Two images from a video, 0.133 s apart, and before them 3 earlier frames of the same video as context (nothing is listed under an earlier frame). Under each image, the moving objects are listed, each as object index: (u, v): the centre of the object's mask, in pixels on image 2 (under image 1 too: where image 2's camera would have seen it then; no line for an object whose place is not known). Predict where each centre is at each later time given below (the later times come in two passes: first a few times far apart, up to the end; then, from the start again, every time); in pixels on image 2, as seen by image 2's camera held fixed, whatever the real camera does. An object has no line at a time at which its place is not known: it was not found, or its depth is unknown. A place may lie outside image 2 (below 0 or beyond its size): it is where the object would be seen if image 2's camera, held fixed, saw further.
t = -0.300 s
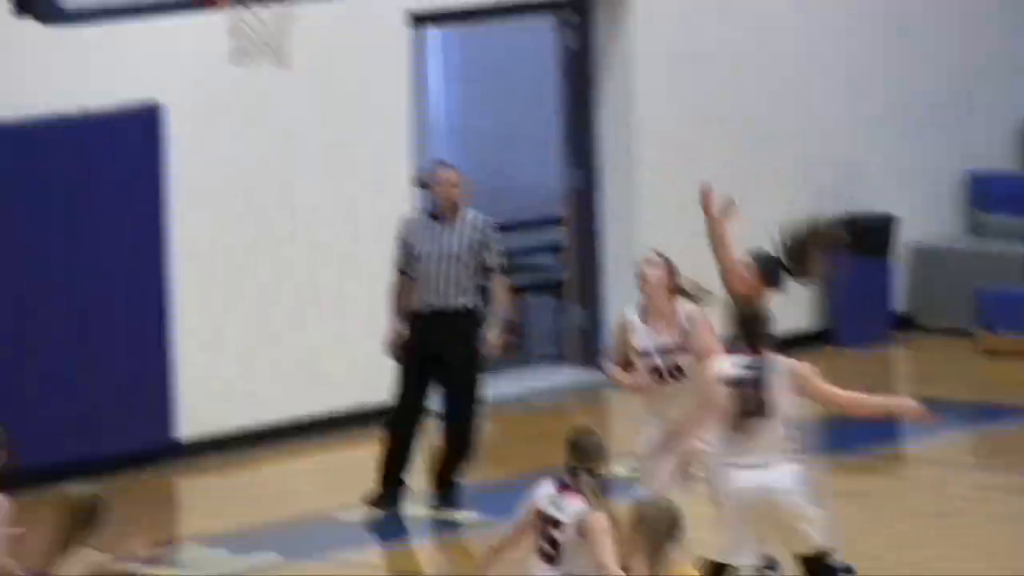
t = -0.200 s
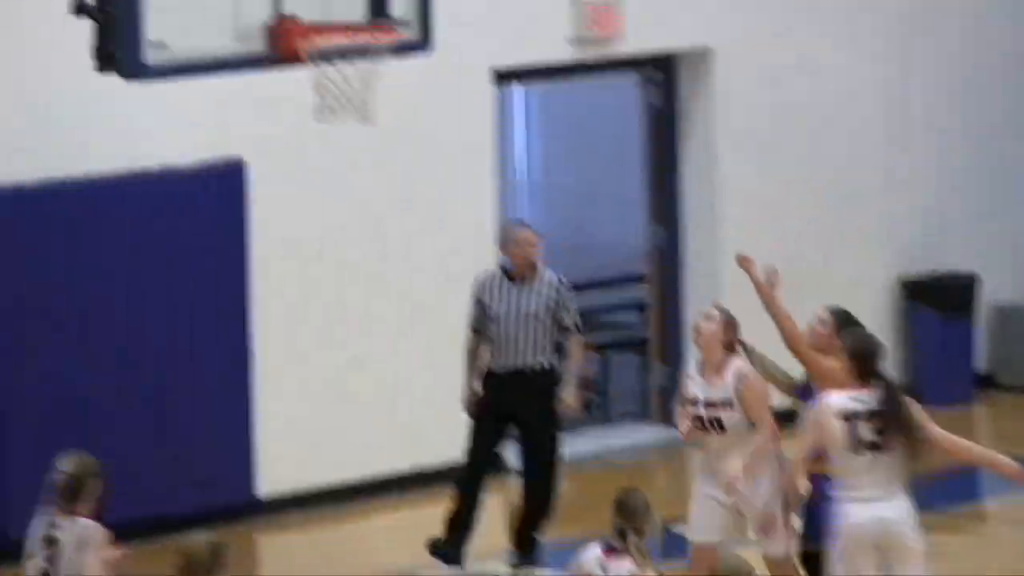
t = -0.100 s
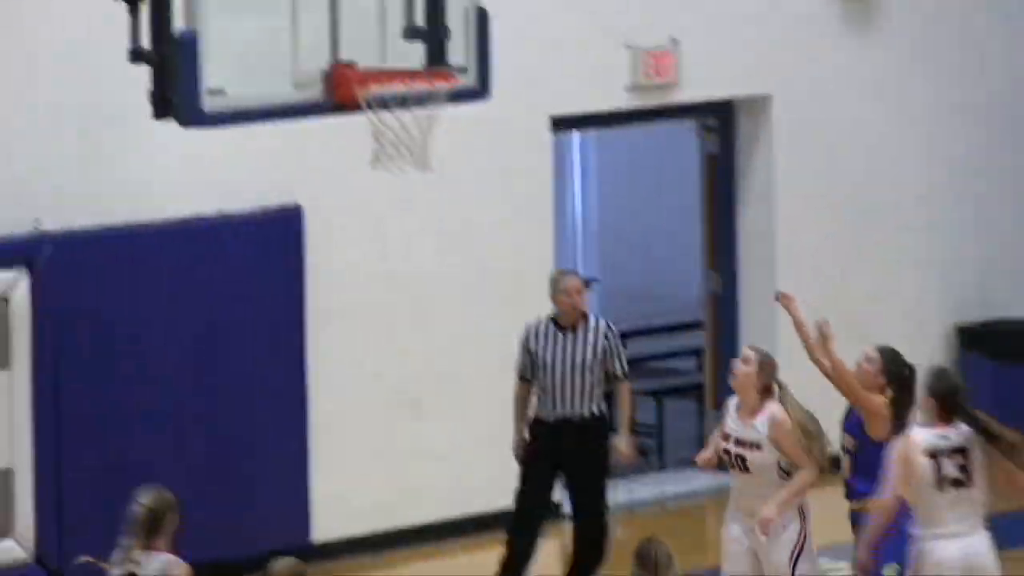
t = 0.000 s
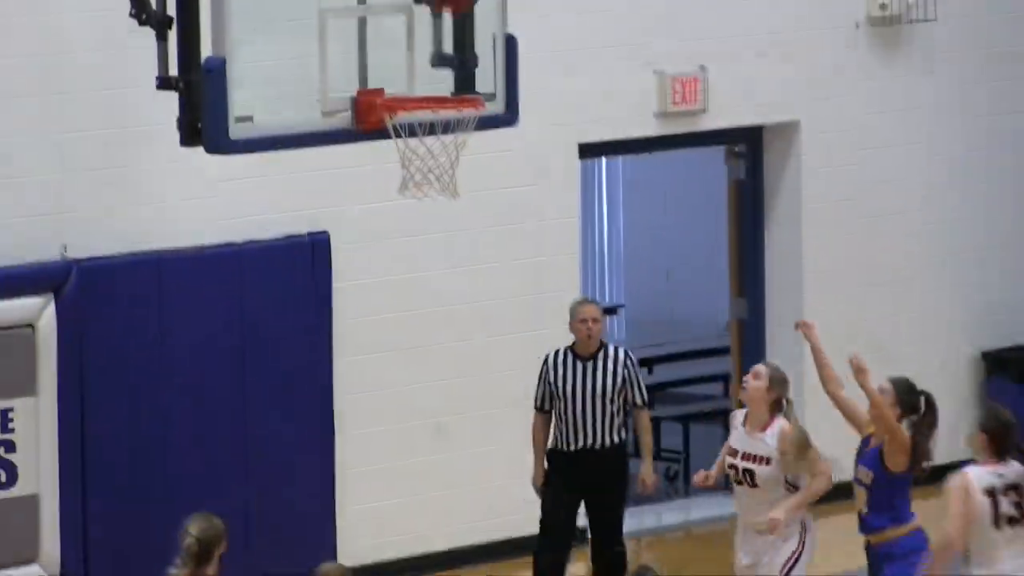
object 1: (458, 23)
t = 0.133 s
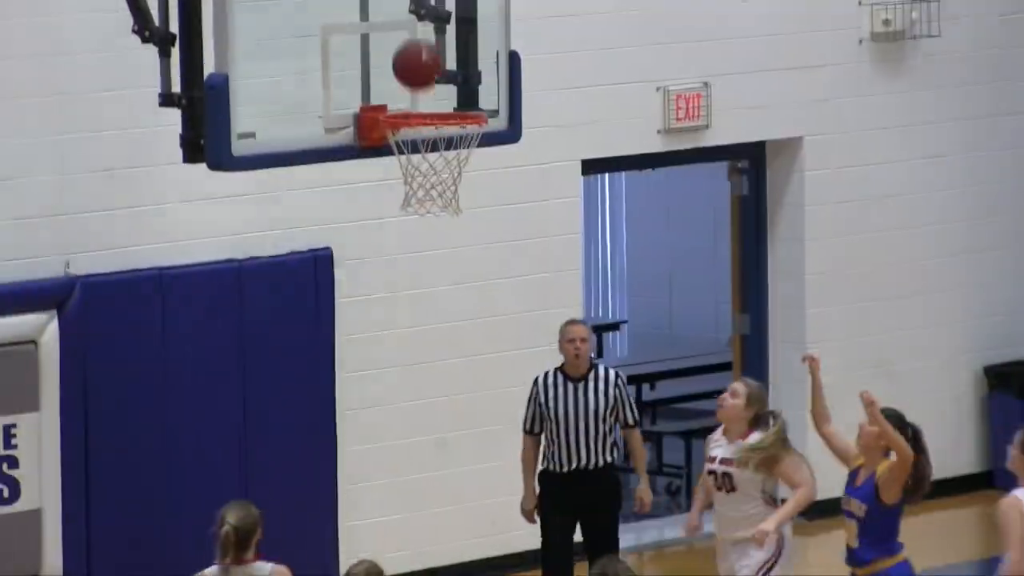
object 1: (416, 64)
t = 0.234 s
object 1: (429, 130)
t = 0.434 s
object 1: (458, 179)
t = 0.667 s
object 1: (488, 274)
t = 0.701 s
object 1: (492, 297)
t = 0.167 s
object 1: (420, 83)
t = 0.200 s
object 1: (425, 101)
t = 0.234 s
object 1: (429, 130)
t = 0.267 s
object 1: (433, 153)
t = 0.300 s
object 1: (438, 168)
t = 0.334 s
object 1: (445, 172)
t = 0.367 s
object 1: (450, 173)
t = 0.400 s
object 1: (455, 176)
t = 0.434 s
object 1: (458, 179)
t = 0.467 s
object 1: (464, 192)
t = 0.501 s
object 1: (467, 198)
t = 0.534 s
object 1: (471, 206)
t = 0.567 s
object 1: (474, 218)
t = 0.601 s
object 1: (479, 234)
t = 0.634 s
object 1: (483, 253)
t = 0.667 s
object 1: (488, 274)
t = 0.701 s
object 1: (492, 297)
